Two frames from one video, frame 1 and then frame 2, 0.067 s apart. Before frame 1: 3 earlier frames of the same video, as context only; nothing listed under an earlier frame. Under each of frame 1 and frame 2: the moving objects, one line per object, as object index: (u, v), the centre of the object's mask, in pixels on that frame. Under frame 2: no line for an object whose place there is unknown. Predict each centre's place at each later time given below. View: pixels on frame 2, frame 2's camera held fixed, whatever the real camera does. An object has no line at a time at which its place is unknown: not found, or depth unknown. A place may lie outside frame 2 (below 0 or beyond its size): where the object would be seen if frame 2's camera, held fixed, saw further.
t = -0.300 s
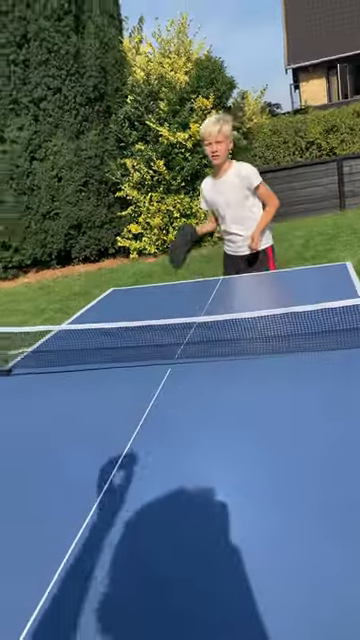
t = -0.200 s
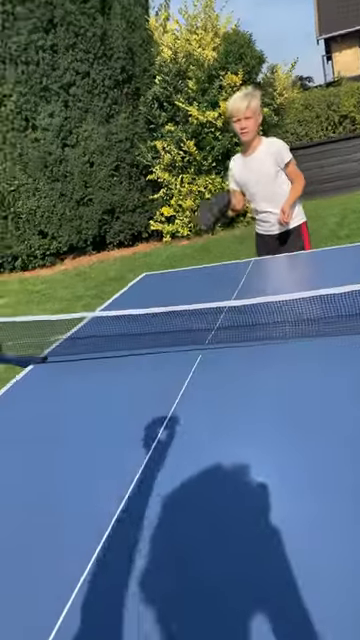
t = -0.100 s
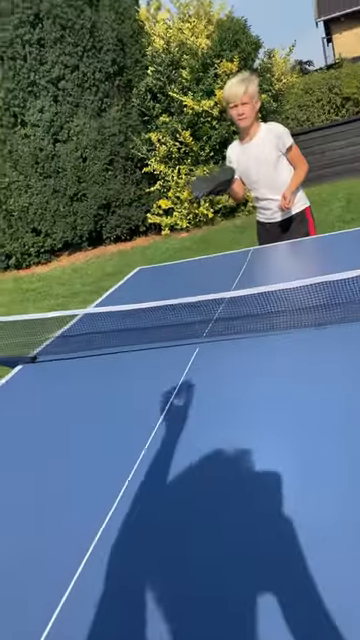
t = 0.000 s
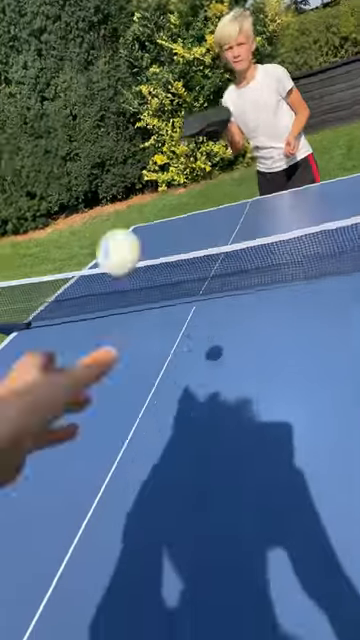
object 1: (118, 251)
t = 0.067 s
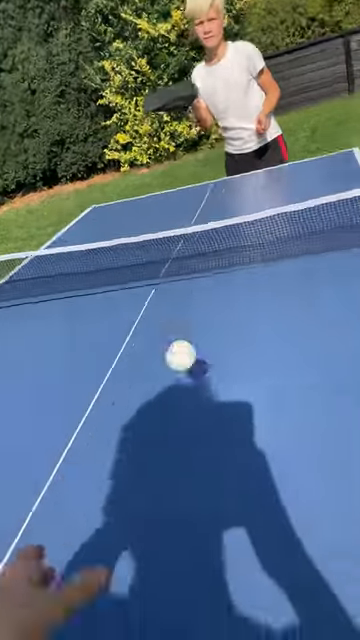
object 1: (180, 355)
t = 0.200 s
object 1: (172, 165)
